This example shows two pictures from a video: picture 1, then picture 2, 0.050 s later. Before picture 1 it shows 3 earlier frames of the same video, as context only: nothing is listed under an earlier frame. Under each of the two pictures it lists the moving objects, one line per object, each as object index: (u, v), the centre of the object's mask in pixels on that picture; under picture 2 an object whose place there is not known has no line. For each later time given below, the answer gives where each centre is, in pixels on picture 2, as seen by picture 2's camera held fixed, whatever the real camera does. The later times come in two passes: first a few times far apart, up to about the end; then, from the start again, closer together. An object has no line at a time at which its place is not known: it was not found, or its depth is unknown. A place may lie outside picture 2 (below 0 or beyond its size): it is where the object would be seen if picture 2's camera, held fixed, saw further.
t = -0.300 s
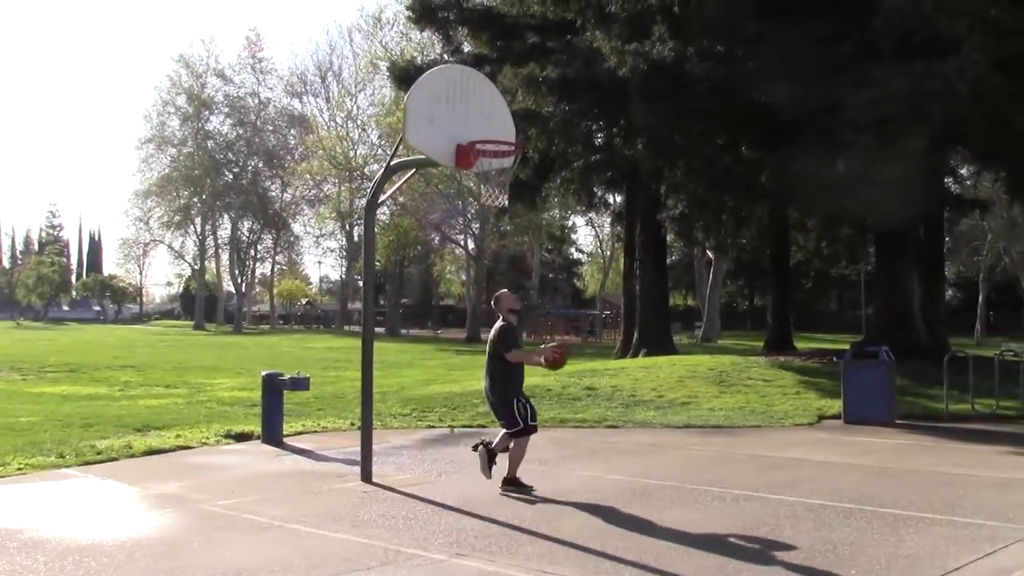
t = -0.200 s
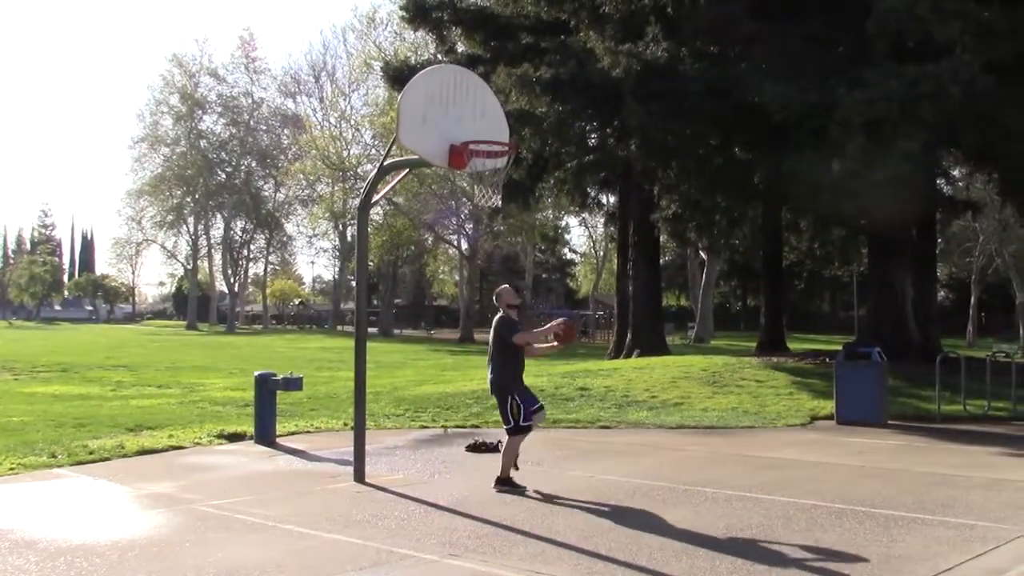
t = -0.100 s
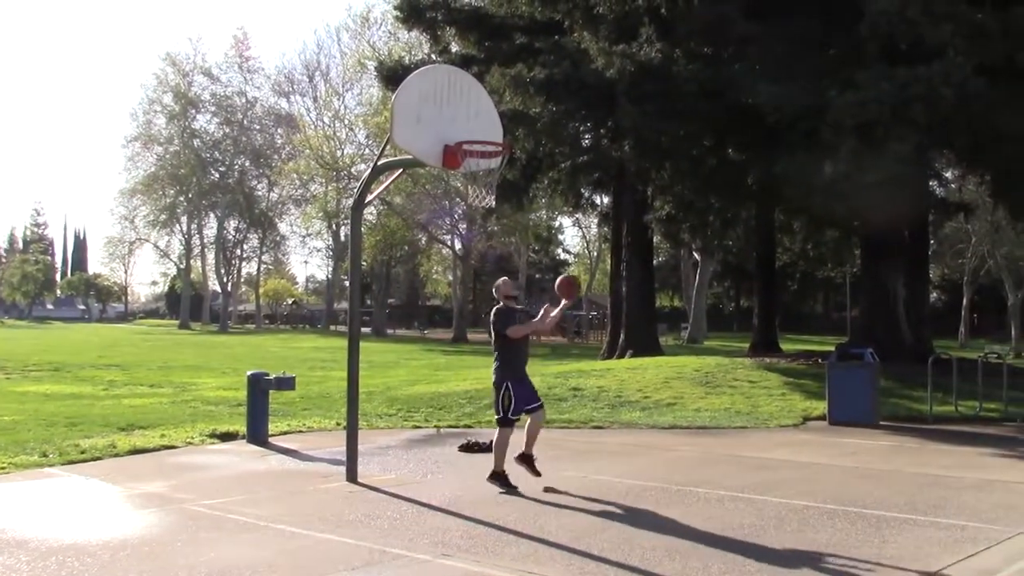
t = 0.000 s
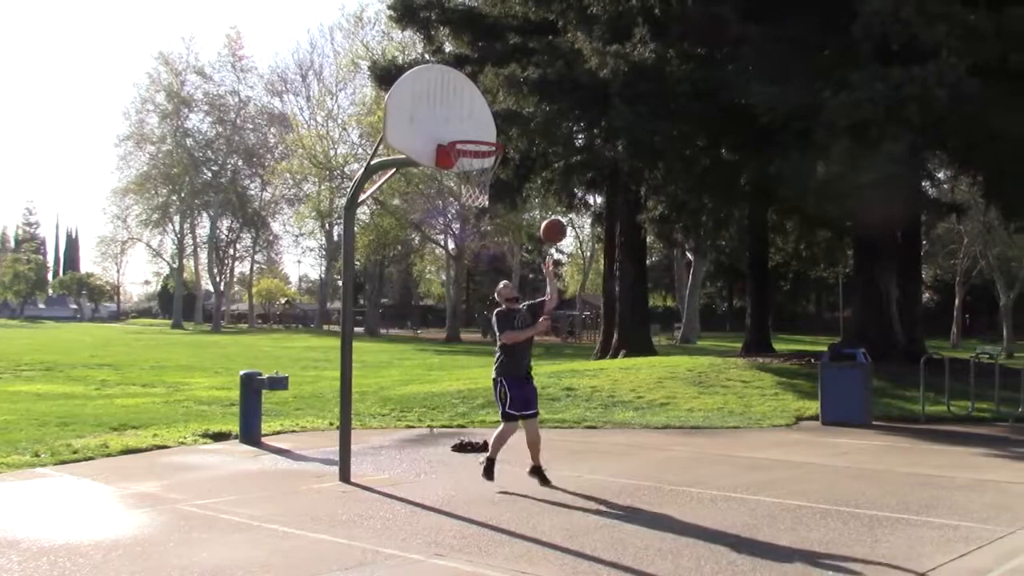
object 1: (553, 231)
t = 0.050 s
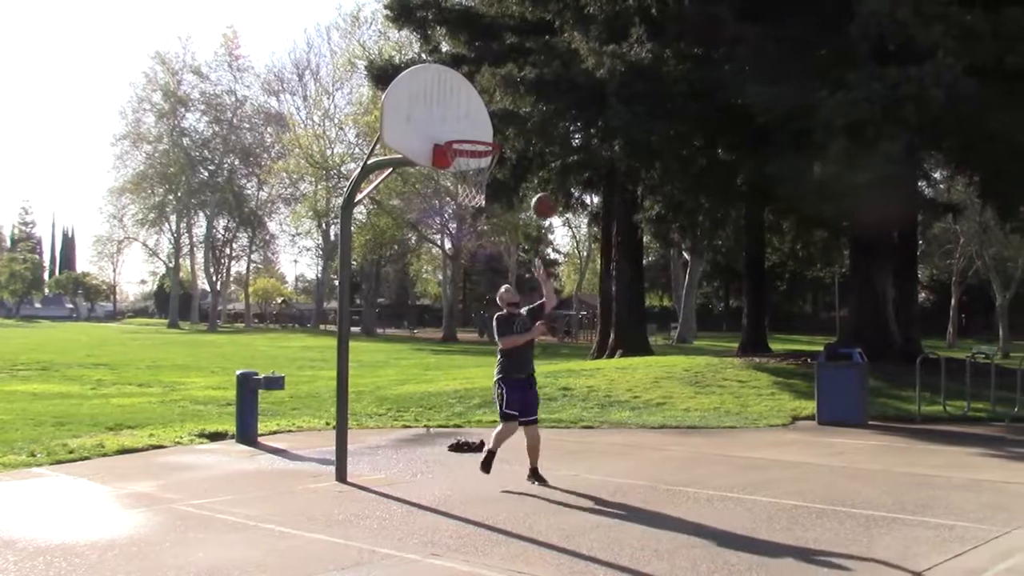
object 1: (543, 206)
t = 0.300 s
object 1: (514, 124)
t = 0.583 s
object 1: (478, 108)
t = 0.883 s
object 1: (479, 136)
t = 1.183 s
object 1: (480, 187)
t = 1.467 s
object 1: (483, 214)
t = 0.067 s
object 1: (540, 197)
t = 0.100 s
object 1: (539, 183)
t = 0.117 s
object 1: (534, 177)
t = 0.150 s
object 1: (532, 165)
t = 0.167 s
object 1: (531, 161)
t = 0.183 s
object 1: (529, 155)
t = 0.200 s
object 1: (528, 151)
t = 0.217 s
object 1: (526, 145)
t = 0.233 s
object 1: (523, 141)
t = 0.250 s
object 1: (522, 136)
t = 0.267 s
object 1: (516, 130)
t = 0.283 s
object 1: (515, 127)
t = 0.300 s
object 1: (514, 124)
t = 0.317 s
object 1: (513, 120)
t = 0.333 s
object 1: (511, 118)
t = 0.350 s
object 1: (508, 116)
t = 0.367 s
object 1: (504, 115)
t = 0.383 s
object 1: (502, 110)
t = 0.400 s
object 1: (501, 109)
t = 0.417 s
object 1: (500, 108)
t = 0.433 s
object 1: (499, 106)
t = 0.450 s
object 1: (498, 105)
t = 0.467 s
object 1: (495, 105)
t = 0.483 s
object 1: (493, 105)
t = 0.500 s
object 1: (491, 105)
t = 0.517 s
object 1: (488, 104)
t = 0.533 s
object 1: (485, 104)
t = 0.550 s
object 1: (484, 104)
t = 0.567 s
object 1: (482, 105)
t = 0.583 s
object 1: (478, 108)
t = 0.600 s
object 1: (478, 110)
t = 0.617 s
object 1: (476, 111)
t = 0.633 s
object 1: (474, 114)
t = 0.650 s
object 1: (472, 117)
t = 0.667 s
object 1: (469, 120)
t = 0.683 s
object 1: (467, 124)
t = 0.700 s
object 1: (465, 128)
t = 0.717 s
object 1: (463, 131)
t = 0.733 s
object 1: (461, 135)
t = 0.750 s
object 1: (460, 136)
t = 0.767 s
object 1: (463, 137)
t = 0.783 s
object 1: (467, 137)
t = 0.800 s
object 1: (470, 134)
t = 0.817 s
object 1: (473, 135)
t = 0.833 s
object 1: (477, 135)
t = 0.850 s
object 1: (479, 135)
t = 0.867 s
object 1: (479, 142)
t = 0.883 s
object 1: (479, 136)
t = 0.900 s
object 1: (477, 145)
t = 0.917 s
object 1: (474, 137)
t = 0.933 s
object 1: (473, 138)
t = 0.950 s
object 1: (469, 149)
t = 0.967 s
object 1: (466, 152)
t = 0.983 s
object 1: (464, 154)
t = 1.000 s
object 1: (464, 154)
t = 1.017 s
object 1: (465, 155)
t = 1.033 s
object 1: (468, 156)
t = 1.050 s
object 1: (469, 158)
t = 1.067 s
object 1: (468, 159)
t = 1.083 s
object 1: (472, 162)
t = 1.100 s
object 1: (474, 164)
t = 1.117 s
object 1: (475, 164)
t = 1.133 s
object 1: (475, 169)
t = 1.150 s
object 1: (476, 173)
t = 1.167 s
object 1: (481, 185)
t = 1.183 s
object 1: (480, 187)
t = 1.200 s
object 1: (481, 189)
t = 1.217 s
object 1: (480, 190)
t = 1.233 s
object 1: (481, 191)
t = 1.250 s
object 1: (481, 190)
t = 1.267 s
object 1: (481, 191)
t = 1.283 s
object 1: (481, 190)
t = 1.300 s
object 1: (482, 190)
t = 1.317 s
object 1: (482, 191)
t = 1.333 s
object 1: (482, 191)
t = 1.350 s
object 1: (482, 191)
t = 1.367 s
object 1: (483, 195)
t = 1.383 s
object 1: (483, 197)
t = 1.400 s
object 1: (483, 198)
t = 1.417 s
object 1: (482, 202)
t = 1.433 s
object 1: (482, 208)
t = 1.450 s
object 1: (482, 210)
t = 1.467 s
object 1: (483, 214)
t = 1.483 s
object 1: (482, 220)
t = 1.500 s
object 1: (482, 223)
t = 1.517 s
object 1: (482, 229)
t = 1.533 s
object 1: (483, 234)
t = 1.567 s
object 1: (483, 247)
